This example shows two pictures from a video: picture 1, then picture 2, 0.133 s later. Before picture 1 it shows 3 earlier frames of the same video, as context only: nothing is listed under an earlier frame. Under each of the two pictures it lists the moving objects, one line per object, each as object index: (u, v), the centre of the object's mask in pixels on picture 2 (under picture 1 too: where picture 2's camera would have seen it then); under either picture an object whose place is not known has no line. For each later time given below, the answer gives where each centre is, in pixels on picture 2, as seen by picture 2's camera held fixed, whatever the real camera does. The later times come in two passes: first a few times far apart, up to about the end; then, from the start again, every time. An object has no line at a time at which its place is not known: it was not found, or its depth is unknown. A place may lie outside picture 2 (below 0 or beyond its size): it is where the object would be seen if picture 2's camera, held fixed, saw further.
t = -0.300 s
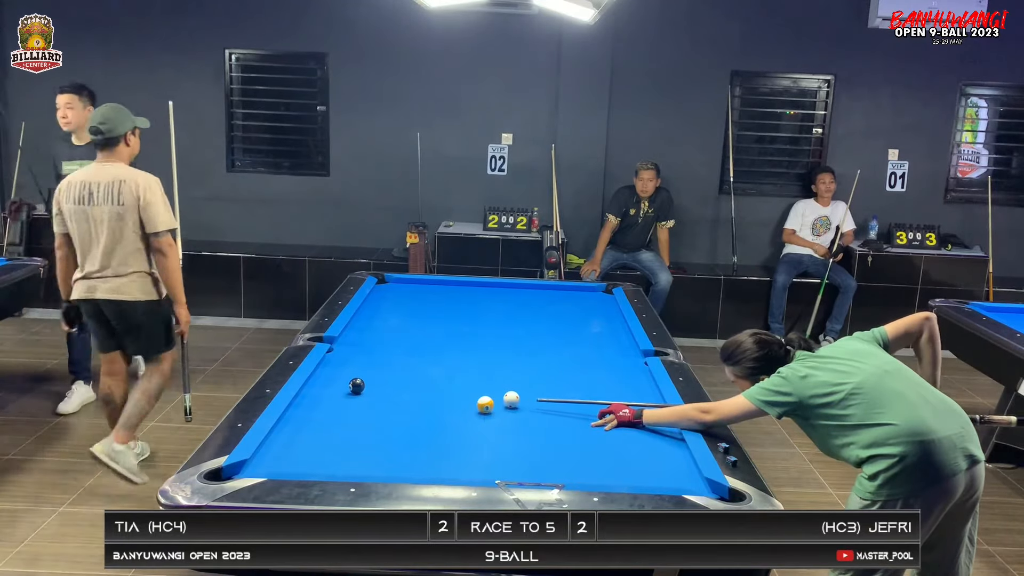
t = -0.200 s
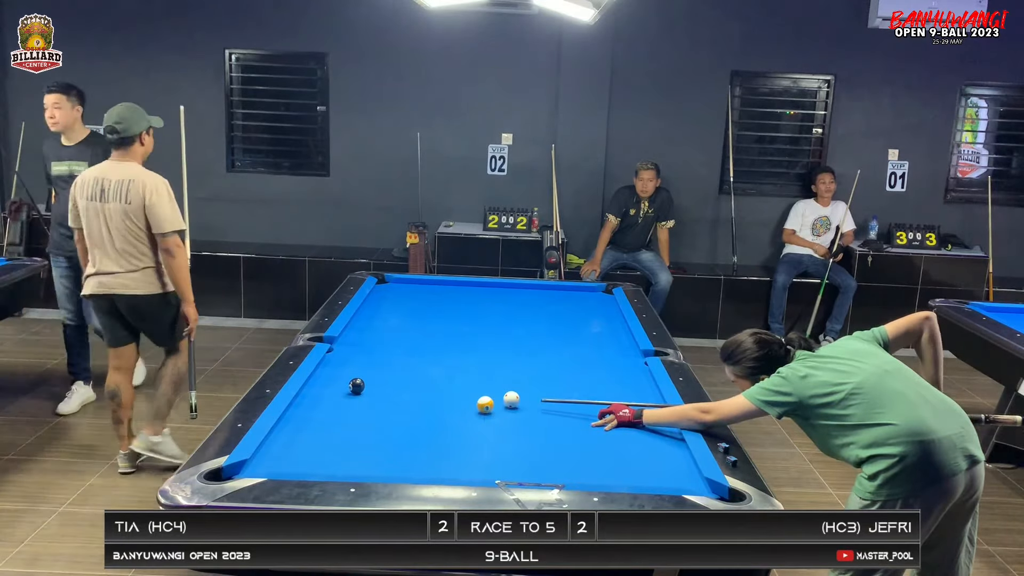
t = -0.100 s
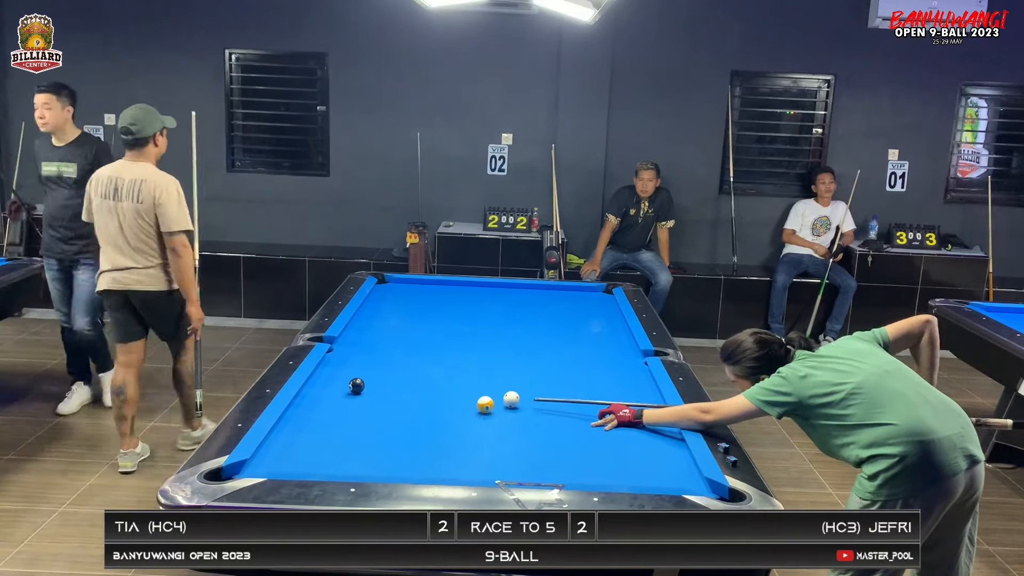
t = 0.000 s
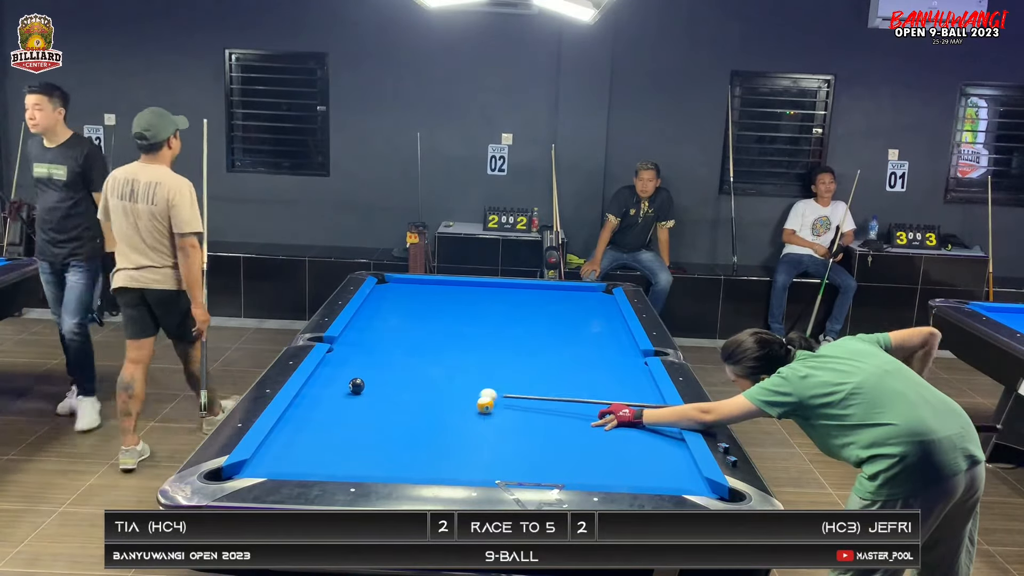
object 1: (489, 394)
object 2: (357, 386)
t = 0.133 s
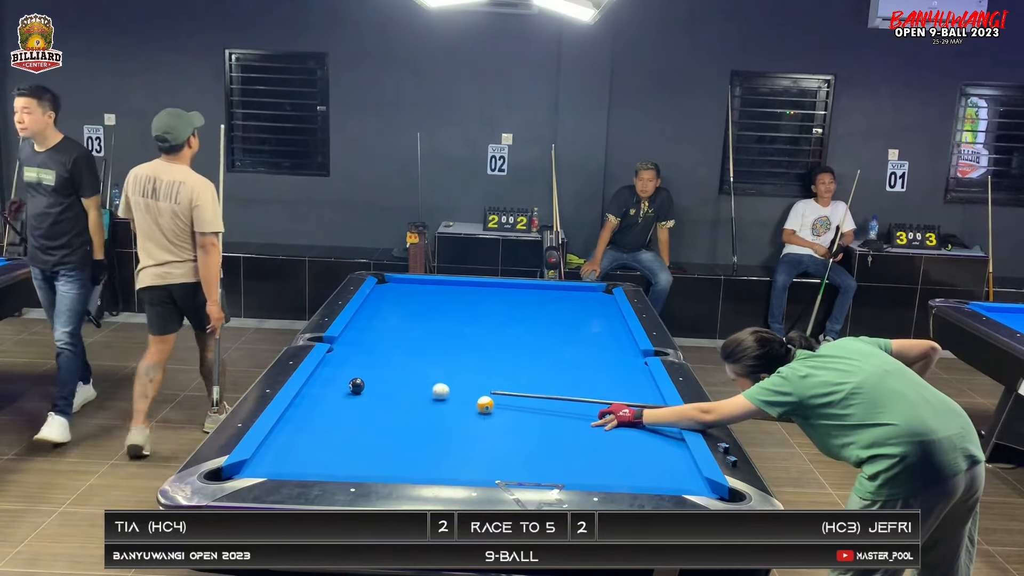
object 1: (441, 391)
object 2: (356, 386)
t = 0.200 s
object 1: (418, 389)
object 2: (357, 386)
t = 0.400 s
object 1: (366, 380)
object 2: (343, 388)
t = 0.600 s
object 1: (341, 368)
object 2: (309, 393)
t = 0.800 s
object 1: (337, 358)
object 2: (318, 397)
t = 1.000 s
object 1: (360, 349)
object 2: (330, 400)
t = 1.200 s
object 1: (380, 341)
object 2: (343, 404)
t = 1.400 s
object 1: (399, 334)
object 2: (354, 407)
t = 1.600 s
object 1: (416, 327)
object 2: (366, 411)
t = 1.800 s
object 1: (432, 321)
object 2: (376, 414)
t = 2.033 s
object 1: (448, 315)
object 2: (387, 417)
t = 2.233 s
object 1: (461, 310)
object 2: (396, 420)
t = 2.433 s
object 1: (474, 306)
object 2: (405, 422)
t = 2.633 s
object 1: (485, 301)
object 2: (412, 425)
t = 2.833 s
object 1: (496, 297)
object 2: (419, 427)
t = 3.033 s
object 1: (505, 294)
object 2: (425, 428)
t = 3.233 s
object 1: (515, 290)
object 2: (430, 429)
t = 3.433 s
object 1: (524, 287)
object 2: (434, 431)
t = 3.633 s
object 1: (532, 287)
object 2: (438, 432)
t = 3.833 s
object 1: (539, 289)
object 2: (440, 432)
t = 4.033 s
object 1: (546, 291)
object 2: (442, 433)
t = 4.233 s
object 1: (554, 293)
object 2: (442, 433)
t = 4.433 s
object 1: (560, 296)
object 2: (442, 433)
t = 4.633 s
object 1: (567, 298)
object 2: (442, 433)
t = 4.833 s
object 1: (573, 300)
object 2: (442, 433)
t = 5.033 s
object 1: (580, 302)
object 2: (442, 433)
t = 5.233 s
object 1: (586, 303)
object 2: (442, 433)
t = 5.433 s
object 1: (591, 305)
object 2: (442, 433)
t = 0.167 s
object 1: (429, 390)
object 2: (357, 386)
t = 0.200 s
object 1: (418, 389)
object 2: (357, 386)
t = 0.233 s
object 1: (407, 388)
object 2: (357, 386)
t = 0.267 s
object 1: (396, 386)
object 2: (357, 386)
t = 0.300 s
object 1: (385, 385)
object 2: (357, 386)
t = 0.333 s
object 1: (375, 384)
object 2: (357, 386)
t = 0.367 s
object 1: (370, 382)
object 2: (350, 387)
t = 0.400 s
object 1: (366, 380)
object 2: (343, 388)
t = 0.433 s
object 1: (362, 378)
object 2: (337, 388)
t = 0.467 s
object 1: (358, 376)
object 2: (331, 389)
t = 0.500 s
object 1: (353, 374)
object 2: (325, 390)
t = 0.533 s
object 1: (349, 372)
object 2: (320, 391)
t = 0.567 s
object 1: (345, 370)
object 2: (314, 392)
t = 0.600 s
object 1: (341, 368)
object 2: (309, 393)
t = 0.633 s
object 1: (337, 366)
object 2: (306, 393)
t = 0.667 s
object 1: (333, 365)
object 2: (309, 394)
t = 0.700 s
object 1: (329, 363)
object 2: (311, 395)
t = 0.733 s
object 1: (329, 361)
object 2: (313, 396)
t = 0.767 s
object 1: (333, 359)
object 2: (315, 396)
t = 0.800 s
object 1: (337, 358)
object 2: (318, 397)
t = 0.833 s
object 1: (341, 357)
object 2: (320, 398)
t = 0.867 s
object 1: (345, 355)
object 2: (322, 398)
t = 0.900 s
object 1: (349, 353)
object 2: (324, 399)
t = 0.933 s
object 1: (353, 352)
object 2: (326, 399)
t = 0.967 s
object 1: (356, 351)
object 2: (328, 400)
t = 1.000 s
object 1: (360, 349)
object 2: (330, 400)
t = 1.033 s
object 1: (363, 348)
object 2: (333, 401)
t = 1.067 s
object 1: (367, 347)
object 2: (335, 401)
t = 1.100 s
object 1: (370, 345)
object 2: (337, 402)
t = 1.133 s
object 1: (374, 344)
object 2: (339, 403)
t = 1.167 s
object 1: (377, 342)
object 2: (341, 403)
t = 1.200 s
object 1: (380, 341)
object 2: (343, 404)
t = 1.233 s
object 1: (384, 340)
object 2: (345, 405)
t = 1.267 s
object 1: (387, 339)
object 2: (347, 405)
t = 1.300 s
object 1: (390, 338)
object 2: (349, 406)
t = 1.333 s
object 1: (393, 336)
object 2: (351, 406)
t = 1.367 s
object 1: (396, 335)
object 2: (352, 407)
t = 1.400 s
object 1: (399, 334)
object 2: (354, 407)
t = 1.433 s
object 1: (402, 333)
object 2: (356, 408)
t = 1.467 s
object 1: (405, 332)
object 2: (358, 408)
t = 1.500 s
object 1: (408, 331)
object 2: (360, 409)
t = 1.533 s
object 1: (411, 330)
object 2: (362, 410)
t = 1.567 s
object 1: (413, 328)
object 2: (364, 410)
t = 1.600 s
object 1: (416, 327)
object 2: (366, 411)
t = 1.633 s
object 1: (419, 326)
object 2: (367, 411)
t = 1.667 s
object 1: (421, 325)
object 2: (369, 412)
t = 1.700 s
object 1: (424, 324)
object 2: (371, 412)
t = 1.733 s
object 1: (427, 323)
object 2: (372, 413)
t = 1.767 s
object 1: (429, 322)
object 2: (374, 413)
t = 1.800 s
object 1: (432, 321)
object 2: (376, 414)
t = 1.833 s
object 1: (434, 320)
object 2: (378, 414)
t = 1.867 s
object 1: (437, 319)
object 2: (379, 415)
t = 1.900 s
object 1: (439, 319)
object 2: (381, 416)
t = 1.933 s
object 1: (441, 318)
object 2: (382, 416)
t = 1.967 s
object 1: (444, 317)
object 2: (384, 416)
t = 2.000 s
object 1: (446, 316)
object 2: (386, 417)
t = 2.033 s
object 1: (448, 315)
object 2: (387, 417)
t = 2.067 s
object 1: (450, 314)
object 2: (389, 418)
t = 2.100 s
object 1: (453, 313)
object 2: (390, 418)
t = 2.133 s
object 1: (455, 312)
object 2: (392, 419)
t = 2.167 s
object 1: (457, 312)
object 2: (393, 419)
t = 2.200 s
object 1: (459, 311)
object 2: (395, 420)
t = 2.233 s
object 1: (461, 310)
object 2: (396, 420)
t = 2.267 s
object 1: (463, 309)
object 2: (398, 420)
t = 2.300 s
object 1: (466, 308)
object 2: (399, 421)
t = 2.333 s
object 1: (468, 308)
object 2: (400, 421)
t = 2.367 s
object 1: (470, 307)
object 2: (402, 422)
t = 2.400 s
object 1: (472, 306)
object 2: (403, 422)
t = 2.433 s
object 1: (474, 306)
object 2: (405, 422)
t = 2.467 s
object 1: (476, 305)
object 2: (406, 423)
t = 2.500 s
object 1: (478, 304)
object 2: (407, 423)
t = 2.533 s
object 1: (479, 303)
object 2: (408, 423)
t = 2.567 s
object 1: (482, 303)
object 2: (410, 424)
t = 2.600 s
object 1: (483, 302)
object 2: (411, 424)
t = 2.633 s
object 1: (485, 301)
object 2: (412, 425)
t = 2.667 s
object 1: (487, 301)
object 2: (413, 425)
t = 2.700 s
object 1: (489, 300)
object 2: (414, 425)
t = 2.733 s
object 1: (491, 299)
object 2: (416, 426)
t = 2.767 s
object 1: (492, 298)
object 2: (417, 426)
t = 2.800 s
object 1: (494, 298)
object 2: (418, 426)
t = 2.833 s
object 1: (496, 297)
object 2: (419, 427)
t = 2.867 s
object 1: (497, 297)
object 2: (420, 427)
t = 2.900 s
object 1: (499, 296)
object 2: (421, 427)
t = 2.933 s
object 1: (501, 295)
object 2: (422, 427)
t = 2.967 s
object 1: (502, 295)
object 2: (423, 428)
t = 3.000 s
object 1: (504, 294)
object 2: (424, 428)
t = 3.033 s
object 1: (505, 294)
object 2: (425, 428)
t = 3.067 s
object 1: (507, 293)
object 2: (426, 428)
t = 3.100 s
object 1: (509, 292)
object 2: (427, 429)
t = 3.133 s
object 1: (510, 292)
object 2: (427, 429)
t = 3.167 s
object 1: (512, 291)
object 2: (428, 429)
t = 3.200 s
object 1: (513, 291)
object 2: (429, 429)
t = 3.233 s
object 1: (515, 290)
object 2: (430, 429)
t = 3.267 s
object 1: (516, 290)
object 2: (431, 430)
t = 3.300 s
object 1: (518, 289)
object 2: (431, 430)
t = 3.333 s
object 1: (519, 289)
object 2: (432, 430)
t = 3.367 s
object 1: (521, 288)
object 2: (433, 430)
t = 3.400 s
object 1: (522, 288)
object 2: (434, 431)
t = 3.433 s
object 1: (524, 287)
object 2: (434, 431)
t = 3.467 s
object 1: (525, 287)
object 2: (435, 431)
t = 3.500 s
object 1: (526, 286)
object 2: (435, 431)
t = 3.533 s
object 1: (528, 286)
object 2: (436, 431)
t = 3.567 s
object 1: (529, 286)
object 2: (437, 432)
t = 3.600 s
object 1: (530, 286)
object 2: (437, 432)
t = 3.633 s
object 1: (532, 287)
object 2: (438, 432)
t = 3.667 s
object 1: (533, 287)
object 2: (438, 432)
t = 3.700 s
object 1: (534, 287)
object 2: (439, 432)
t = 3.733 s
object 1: (536, 288)
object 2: (439, 432)
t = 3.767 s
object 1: (537, 288)
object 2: (440, 432)
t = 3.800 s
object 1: (538, 288)
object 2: (440, 432)
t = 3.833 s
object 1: (539, 289)
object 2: (440, 432)
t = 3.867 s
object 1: (540, 289)
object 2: (441, 433)
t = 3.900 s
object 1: (542, 290)
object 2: (441, 433)
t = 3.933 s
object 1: (543, 290)
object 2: (441, 433)
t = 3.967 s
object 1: (544, 290)
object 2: (441, 433)
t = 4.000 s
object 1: (545, 291)
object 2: (442, 433)
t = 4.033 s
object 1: (546, 291)
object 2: (442, 433)
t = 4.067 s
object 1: (548, 292)
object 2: (442, 433)
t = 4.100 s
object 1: (549, 292)
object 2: (442, 433)
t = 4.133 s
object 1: (550, 292)
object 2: (442, 433)
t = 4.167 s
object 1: (551, 293)
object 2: (442, 433)
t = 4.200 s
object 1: (552, 293)
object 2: (442, 433)
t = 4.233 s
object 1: (554, 293)
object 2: (442, 433)
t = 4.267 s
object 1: (555, 294)
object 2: (442, 433)
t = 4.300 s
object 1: (556, 294)
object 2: (442, 433)
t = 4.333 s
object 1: (557, 294)
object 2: (442, 433)
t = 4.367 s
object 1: (558, 295)
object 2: (442, 433)
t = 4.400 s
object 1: (559, 295)
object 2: (442, 433)
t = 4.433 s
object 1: (560, 296)
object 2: (442, 433)
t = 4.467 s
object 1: (562, 296)
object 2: (441, 433)
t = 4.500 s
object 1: (563, 296)
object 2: (441, 433)
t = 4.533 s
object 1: (564, 297)
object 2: (441, 433)
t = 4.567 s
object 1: (565, 297)
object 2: (441, 433)
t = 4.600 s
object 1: (566, 297)
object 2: (442, 433)
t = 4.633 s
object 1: (567, 298)
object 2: (442, 433)
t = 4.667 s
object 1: (568, 298)
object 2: (442, 433)
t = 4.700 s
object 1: (569, 298)
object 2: (442, 433)
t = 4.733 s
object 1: (570, 299)
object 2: (442, 433)
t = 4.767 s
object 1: (571, 299)
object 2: (442, 433)
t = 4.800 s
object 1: (572, 299)
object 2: (442, 433)
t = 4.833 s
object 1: (573, 300)
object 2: (442, 433)
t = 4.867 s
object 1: (574, 300)
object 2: (442, 433)
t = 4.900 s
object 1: (575, 300)
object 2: (442, 433)
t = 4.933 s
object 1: (577, 301)
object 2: (442, 433)
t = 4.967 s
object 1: (578, 301)
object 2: (442, 433)
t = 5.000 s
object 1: (579, 301)
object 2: (442, 433)
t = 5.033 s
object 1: (580, 302)
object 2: (442, 433)
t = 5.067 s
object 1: (581, 302)
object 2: (442, 433)
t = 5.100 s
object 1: (582, 302)
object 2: (442, 433)
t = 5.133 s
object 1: (583, 302)
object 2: (442, 433)
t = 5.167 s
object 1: (583, 303)
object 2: (442, 433)
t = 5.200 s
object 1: (585, 303)
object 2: (442, 433)
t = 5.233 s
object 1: (586, 303)
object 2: (442, 433)
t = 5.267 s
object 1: (586, 304)
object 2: (442, 433)
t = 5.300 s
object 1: (587, 304)
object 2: (442, 433)
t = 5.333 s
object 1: (588, 304)
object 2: (442, 433)
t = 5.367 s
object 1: (589, 305)
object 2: (442, 433)
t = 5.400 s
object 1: (590, 305)
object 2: (442, 433)
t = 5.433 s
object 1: (591, 305)
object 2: (442, 433)
